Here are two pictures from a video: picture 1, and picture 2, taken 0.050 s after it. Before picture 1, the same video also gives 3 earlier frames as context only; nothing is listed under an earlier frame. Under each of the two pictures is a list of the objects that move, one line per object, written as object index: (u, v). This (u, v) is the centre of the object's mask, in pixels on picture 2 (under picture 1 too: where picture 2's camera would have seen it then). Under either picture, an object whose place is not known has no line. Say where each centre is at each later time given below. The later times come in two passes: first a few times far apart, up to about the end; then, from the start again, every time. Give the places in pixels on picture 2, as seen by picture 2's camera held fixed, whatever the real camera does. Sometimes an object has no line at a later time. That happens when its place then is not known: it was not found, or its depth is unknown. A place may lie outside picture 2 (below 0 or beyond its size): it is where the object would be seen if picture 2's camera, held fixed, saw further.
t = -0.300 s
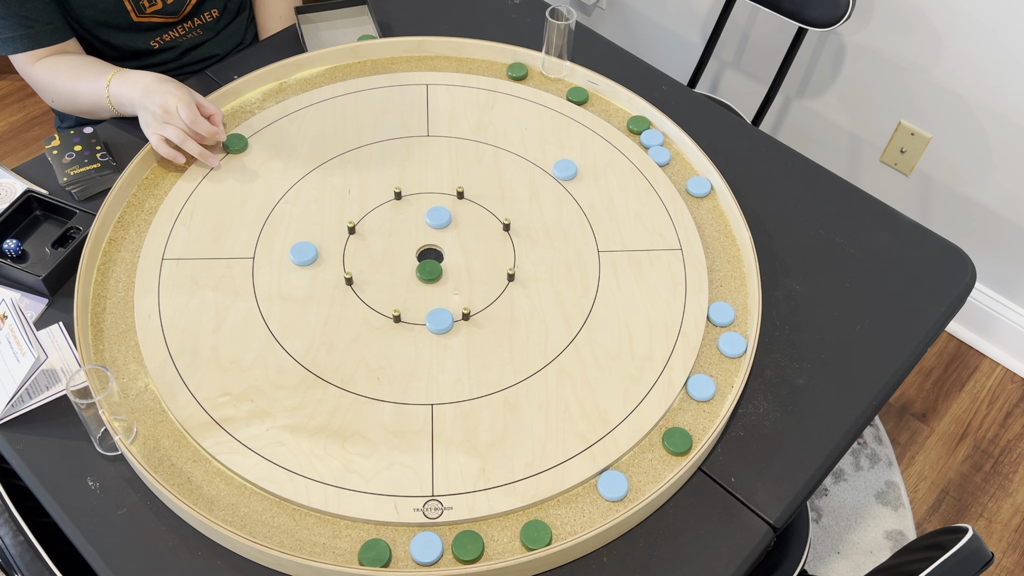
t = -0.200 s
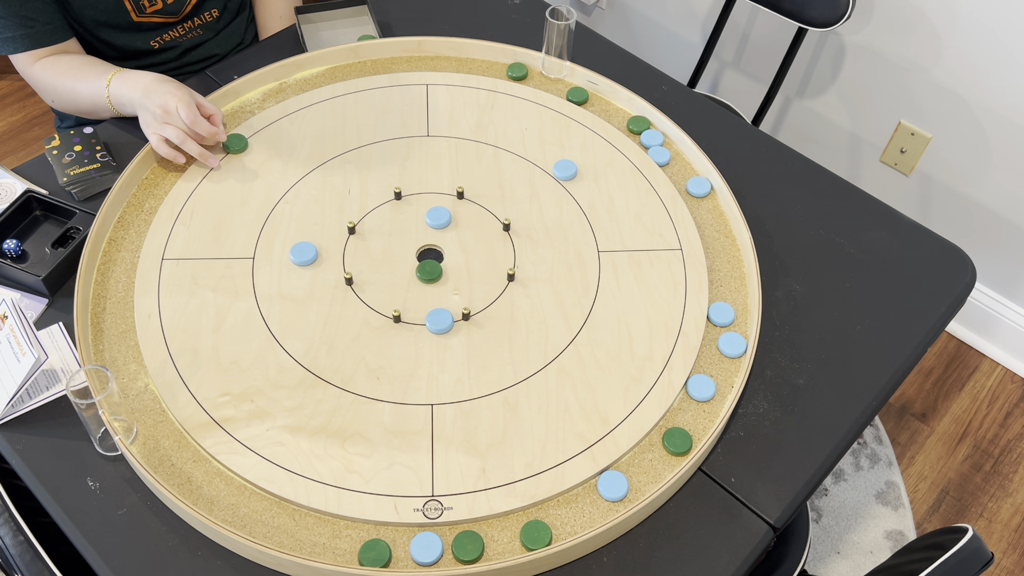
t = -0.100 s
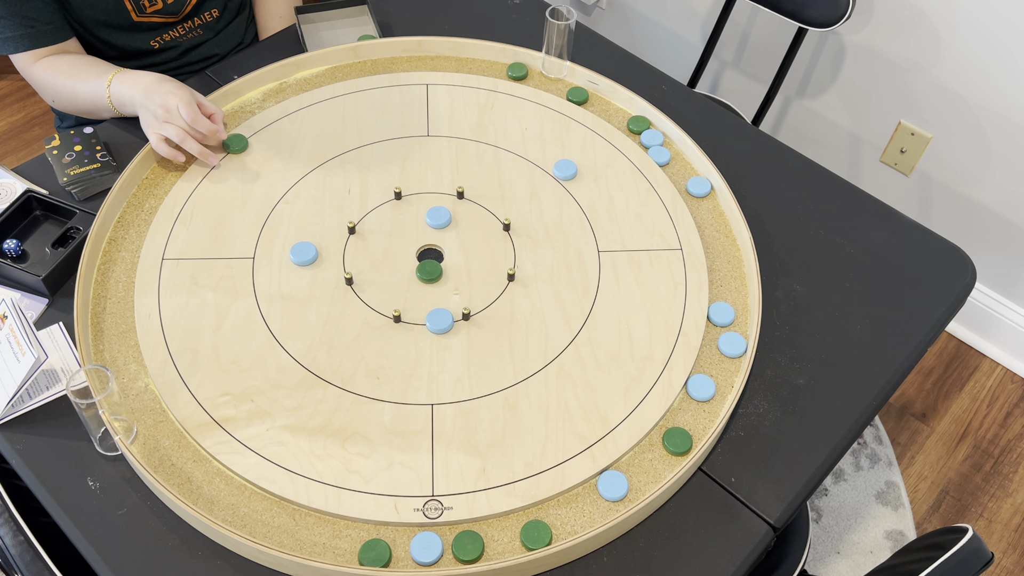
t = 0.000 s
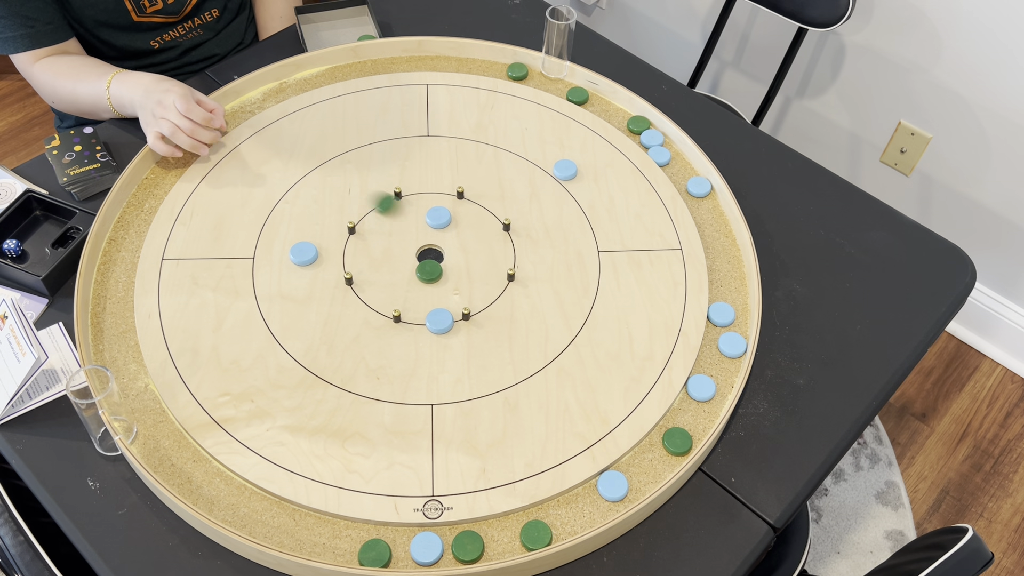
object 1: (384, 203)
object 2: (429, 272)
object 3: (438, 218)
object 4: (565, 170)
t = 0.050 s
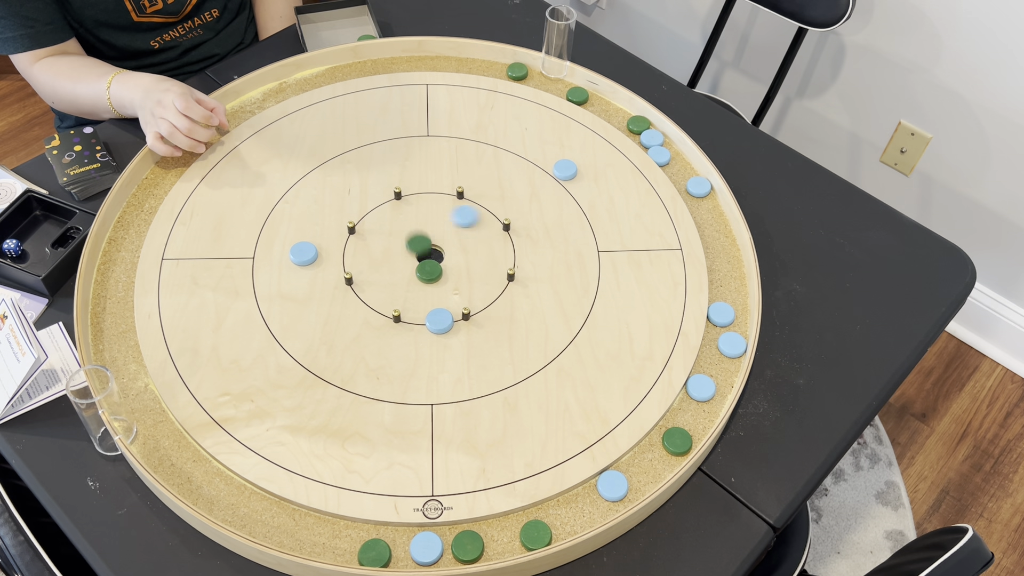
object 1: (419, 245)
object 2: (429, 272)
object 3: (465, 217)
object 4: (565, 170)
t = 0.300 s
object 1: (399, 277)
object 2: (503, 290)
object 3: (539, 167)
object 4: (600, 157)
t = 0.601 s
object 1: (393, 281)
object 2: (501, 303)
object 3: (534, 154)
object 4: (661, 138)
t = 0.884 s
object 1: (394, 280)
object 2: (501, 303)
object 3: (536, 154)
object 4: (660, 139)
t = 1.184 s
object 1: (397, 278)
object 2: (501, 303)
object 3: (536, 154)
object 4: (660, 139)
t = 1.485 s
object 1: (400, 275)
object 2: (501, 303)
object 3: (536, 153)
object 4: (660, 139)
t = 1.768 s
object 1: (400, 273)
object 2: (501, 303)
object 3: (536, 153)
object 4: (660, 139)
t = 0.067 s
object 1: (420, 252)
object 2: (432, 277)
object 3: (479, 215)
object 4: (565, 169)
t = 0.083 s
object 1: (418, 255)
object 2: (438, 288)
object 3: (494, 215)
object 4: (565, 169)
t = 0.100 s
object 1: (416, 258)
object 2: (444, 297)
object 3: (504, 210)
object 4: (565, 169)
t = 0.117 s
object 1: (413, 260)
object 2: (451, 299)
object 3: (511, 205)
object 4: (565, 169)
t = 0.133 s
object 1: (412, 262)
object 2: (457, 300)
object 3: (517, 200)
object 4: (565, 169)
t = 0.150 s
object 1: (410, 264)
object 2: (464, 300)
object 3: (524, 195)
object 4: (565, 169)
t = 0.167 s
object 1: (408, 266)
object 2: (470, 299)
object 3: (530, 190)
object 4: (565, 169)
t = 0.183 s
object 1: (407, 268)
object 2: (475, 297)
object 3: (536, 185)
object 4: (565, 169)
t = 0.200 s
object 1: (405, 270)
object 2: (480, 296)
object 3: (541, 180)
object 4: (565, 169)
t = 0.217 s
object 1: (404, 272)
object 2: (485, 294)
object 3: (543, 177)
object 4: (569, 168)
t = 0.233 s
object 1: (403, 273)
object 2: (490, 293)
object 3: (542, 175)
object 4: (576, 166)
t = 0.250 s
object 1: (402, 274)
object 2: (494, 291)
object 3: (541, 172)
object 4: (582, 164)
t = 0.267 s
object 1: (401, 275)
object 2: (499, 290)
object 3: (541, 171)
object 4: (588, 162)
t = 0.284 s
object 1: (400, 276)
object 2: (503, 289)
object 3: (540, 169)
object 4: (594, 160)
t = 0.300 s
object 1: (399, 277)
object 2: (503, 290)
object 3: (539, 167)
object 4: (600, 157)
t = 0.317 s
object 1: (398, 278)
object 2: (503, 292)
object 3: (538, 165)
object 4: (605, 156)
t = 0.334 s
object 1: (398, 279)
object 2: (503, 294)
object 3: (538, 164)
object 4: (610, 154)
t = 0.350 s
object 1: (397, 280)
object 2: (502, 296)
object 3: (537, 163)
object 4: (615, 152)
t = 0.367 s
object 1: (397, 280)
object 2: (502, 298)
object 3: (537, 161)
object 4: (620, 151)
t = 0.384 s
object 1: (396, 281)
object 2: (502, 299)
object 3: (536, 160)
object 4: (625, 149)
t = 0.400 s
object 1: (396, 281)
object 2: (502, 300)
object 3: (536, 159)
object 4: (629, 147)
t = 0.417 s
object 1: (395, 281)
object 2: (502, 301)
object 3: (535, 159)
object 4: (633, 146)
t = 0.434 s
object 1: (395, 282)
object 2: (502, 302)
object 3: (535, 158)
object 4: (637, 145)
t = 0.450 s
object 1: (394, 282)
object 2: (501, 302)
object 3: (534, 157)
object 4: (640, 144)
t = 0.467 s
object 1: (394, 282)
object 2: (501, 303)
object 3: (534, 157)
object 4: (643, 143)
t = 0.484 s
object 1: (394, 282)
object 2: (501, 303)
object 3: (534, 156)
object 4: (646, 143)
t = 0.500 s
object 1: (394, 282)
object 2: (501, 303)
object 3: (534, 156)
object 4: (651, 140)
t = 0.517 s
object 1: (394, 282)
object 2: (501, 303)
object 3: (533, 156)
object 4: (652, 140)
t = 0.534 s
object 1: (394, 282)
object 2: (501, 303)
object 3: (533, 155)
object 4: (654, 139)
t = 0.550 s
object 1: (394, 282)
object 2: (501, 303)
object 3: (533, 155)
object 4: (658, 139)
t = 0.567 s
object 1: (393, 281)
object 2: (501, 303)
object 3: (533, 155)
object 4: (660, 138)
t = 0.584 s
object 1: (393, 281)
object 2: (501, 303)
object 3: (533, 154)
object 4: (662, 138)
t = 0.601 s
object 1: (393, 281)
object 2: (501, 303)
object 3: (534, 154)
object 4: (661, 138)
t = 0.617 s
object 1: (393, 282)
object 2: (501, 303)
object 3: (534, 154)
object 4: (661, 139)
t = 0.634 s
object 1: (393, 281)
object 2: (501, 303)
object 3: (534, 154)
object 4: (661, 139)
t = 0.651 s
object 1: (393, 282)
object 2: (501, 303)
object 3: (534, 154)
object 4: (660, 139)
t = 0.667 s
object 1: (394, 282)
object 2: (501, 303)
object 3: (535, 154)
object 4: (660, 139)
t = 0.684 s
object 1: (394, 281)
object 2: (501, 303)
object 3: (535, 154)
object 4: (660, 139)
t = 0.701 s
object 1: (394, 281)
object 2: (501, 303)
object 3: (535, 154)
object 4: (660, 139)
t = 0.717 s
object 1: (394, 281)
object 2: (501, 303)
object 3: (535, 154)
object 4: (660, 139)
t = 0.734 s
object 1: (394, 281)
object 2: (501, 303)
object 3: (535, 154)
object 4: (660, 139)
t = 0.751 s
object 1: (394, 281)
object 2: (501, 303)
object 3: (536, 154)
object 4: (660, 139)
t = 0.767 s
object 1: (393, 281)
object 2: (501, 303)
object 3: (536, 154)
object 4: (660, 139)
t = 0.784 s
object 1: (394, 281)
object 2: (501, 303)
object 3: (536, 154)
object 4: (660, 139)
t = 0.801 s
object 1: (394, 281)
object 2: (501, 303)
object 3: (536, 154)
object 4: (660, 139)
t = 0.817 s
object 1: (394, 281)
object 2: (501, 303)
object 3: (536, 154)
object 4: (660, 139)
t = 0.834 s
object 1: (394, 281)
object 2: (501, 303)
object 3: (536, 154)
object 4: (660, 139)
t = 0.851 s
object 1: (394, 281)
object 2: (501, 303)
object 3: (536, 154)
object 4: (660, 139)
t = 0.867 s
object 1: (394, 281)
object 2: (501, 303)
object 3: (536, 154)
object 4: (660, 139)
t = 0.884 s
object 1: (394, 280)
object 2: (501, 303)
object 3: (536, 154)
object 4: (660, 139)
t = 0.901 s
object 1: (394, 280)
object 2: (501, 303)
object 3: (536, 154)
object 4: (660, 139)
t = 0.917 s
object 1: (394, 280)
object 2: (501, 303)
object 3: (536, 154)
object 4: (660, 139)
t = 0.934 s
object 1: (394, 280)
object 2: (501, 303)
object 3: (536, 154)
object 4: (660, 139)
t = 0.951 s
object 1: (394, 280)
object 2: (501, 303)
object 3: (536, 154)
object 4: (660, 139)
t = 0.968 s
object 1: (395, 280)
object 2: (501, 303)
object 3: (536, 154)
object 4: (660, 139)
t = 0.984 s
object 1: (395, 280)
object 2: (501, 303)
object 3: (536, 154)
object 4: (660, 139)
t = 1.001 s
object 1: (395, 280)
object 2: (501, 303)
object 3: (536, 154)
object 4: (660, 139)
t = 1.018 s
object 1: (396, 280)
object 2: (501, 303)
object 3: (536, 154)
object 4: (660, 139)
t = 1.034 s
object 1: (396, 280)
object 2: (501, 303)
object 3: (536, 154)
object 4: (660, 139)
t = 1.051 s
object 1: (396, 280)
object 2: (501, 303)
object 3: (536, 154)
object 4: (660, 139)
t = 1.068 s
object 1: (396, 279)
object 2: (501, 303)
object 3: (536, 154)
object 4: (660, 139)
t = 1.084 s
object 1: (396, 279)
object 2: (501, 303)
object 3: (536, 154)
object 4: (660, 139)
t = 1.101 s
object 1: (396, 279)
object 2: (501, 303)
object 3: (536, 154)
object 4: (660, 139)
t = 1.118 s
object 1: (396, 279)
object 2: (501, 303)
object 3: (536, 154)
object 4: (660, 139)
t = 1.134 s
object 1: (396, 279)
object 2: (501, 303)
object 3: (536, 153)
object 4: (660, 139)
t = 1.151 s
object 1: (396, 279)
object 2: (501, 303)
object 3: (536, 153)
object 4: (660, 139)
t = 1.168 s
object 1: (396, 278)
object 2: (501, 303)
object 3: (536, 153)
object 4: (660, 139)
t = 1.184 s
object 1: (397, 278)
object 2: (501, 303)
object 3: (536, 154)
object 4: (660, 139)
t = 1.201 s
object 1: (397, 278)
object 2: (501, 303)
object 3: (536, 153)
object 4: (660, 139)
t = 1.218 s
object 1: (397, 278)
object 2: (501, 303)
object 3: (536, 153)
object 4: (660, 139)
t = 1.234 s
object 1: (397, 277)
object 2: (501, 303)
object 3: (536, 153)
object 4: (660, 139)
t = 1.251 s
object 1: (397, 277)
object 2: (501, 303)
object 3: (536, 153)
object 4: (660, 139)
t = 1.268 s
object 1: (398, 277)
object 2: (501, 303)
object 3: (536, 153)
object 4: (660, 139)
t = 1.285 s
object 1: (398, 277)
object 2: (501, 303)
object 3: (536, 153)
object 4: (660, 139)
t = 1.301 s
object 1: (398, 276)
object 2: (501, 303)
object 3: (536, 153)
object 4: (660, 139)
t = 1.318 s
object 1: (398, 276)
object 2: (501, 303)
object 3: (536, 153)
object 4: (660, 139)
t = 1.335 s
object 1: (398, 276)
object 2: (501, 303)
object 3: (536, 153)
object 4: (660, 139)
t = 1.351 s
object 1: (398, 276)
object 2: (501, 303)
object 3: (536, 153)
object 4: (660, 139)
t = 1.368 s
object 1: (399, 275)
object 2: (501, 303)
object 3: (536, 153)
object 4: (660, 139)
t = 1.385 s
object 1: (399, 275)
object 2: (501, 303)
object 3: (536, 153)
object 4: (660, 139)
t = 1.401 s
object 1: (399, 275)
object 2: (501, 303)
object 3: (536, 153)
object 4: (660, 139)
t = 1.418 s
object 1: (399, 275)
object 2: (501, 303)
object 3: (536, 153)
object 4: (660, 139)
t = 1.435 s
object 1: (399, 275)
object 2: (501, 303)
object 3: (536, 153)
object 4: (660, 139)
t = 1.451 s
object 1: (399, 275)
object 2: (501, 303)
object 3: (536, 153)
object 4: (660, 139)
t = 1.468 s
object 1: (399, 275)
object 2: (501, 303)
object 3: (536, 153)
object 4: (660, 139)
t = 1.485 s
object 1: (400, 275)
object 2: (501, 303)
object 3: (536, 153)
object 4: (660, 139)
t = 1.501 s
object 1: (400, 275)
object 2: (501, 303)
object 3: (536, 153)
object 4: (660, 139)
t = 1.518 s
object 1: (400, 275)
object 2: (501, 303)
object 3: (536, 153)
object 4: (660, 139)
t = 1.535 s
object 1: (400, 275)
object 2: (501, 303)
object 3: (536, 153)
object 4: (660, 139)
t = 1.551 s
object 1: (400, 275)
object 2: (501, 303)
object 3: (536, 153)
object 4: (660, 139)
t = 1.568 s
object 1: (400, 275)
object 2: (501, 303)
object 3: (536, 154)
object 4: (660, 139)
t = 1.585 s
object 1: (400, 275)
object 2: (501, 303)
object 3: (536, 153)
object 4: (660, 139)
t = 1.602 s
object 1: (400, 274)
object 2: (501, 303)
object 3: (536, 153)
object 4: (660, 139)
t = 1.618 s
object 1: (400, 274)
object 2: (501, 303)
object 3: (536, 153)
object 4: (660, 139)
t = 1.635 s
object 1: (401, 274)
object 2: (501, 303)
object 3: (536, 153)
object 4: (660, 139)
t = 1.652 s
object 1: (401, 274)
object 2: (501, 303)
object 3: (536, 153)
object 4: (660, 139)
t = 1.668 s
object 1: (400, 274)
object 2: (501, 303)
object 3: (536, 153)
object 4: (660, 139)
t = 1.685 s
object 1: (400, 274)
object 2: (501, 303)
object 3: (536, 153)
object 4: (660, 139)
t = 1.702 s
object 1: (400, 274)
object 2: (501, 303)
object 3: (536, 153)
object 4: (660, 139)
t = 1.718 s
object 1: (401, 273)
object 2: (501, 303)
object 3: (536, 153)
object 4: (660, 139)
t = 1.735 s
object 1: (400, 274)
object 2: (501, 303)
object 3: (536, 153)
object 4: (660, 139)
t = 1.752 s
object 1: (400, 273)
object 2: (501, 303)
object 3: (536, 153)
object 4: (660, 139)
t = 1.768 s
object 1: (400, 273)
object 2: (501, 303)
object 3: (536, 153)
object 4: (660, 139)
